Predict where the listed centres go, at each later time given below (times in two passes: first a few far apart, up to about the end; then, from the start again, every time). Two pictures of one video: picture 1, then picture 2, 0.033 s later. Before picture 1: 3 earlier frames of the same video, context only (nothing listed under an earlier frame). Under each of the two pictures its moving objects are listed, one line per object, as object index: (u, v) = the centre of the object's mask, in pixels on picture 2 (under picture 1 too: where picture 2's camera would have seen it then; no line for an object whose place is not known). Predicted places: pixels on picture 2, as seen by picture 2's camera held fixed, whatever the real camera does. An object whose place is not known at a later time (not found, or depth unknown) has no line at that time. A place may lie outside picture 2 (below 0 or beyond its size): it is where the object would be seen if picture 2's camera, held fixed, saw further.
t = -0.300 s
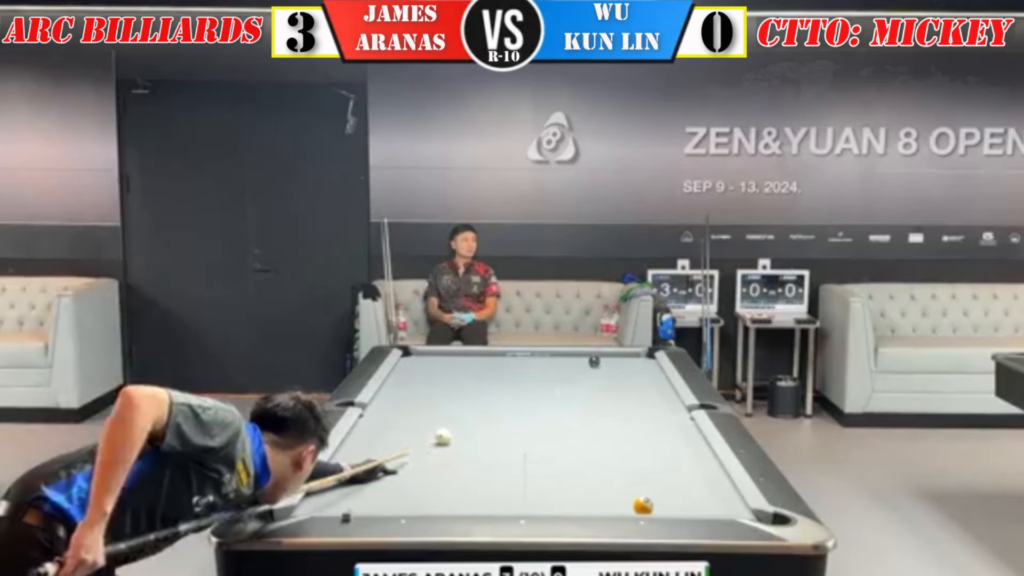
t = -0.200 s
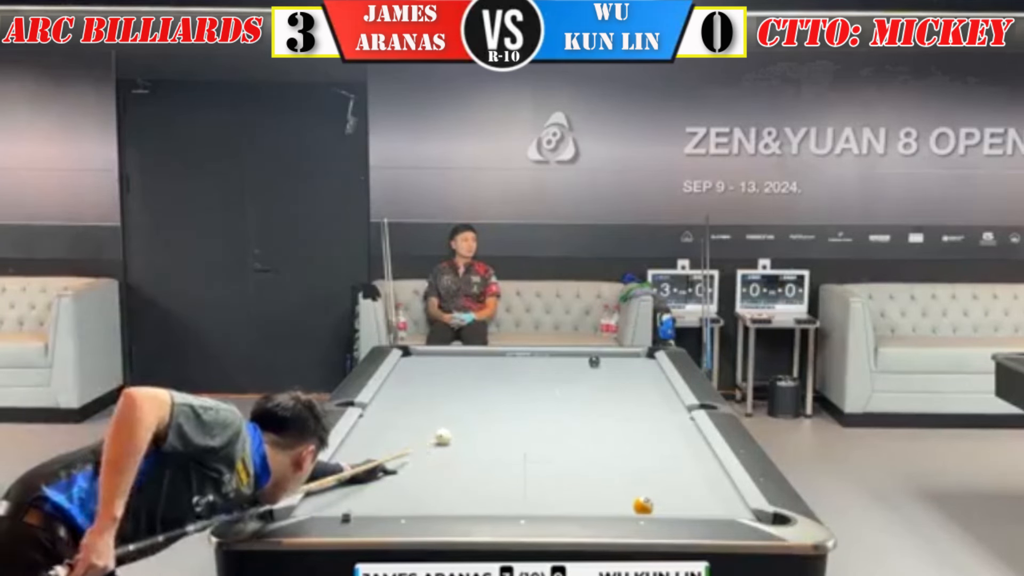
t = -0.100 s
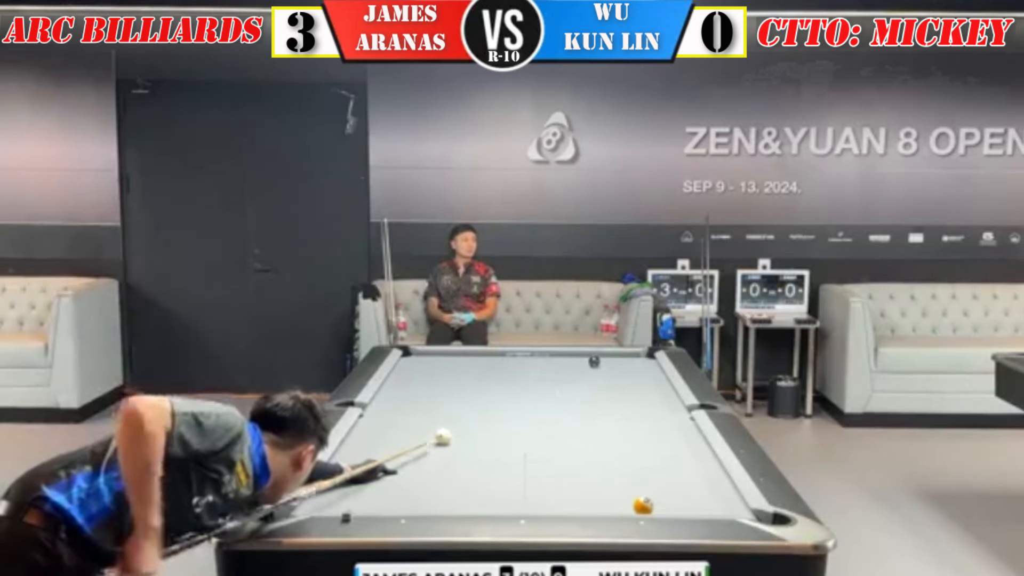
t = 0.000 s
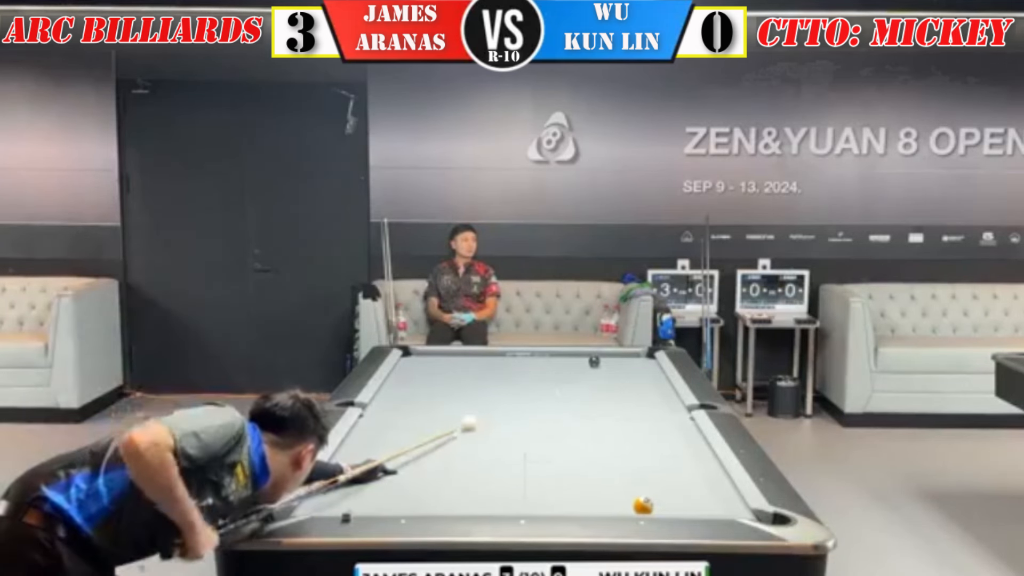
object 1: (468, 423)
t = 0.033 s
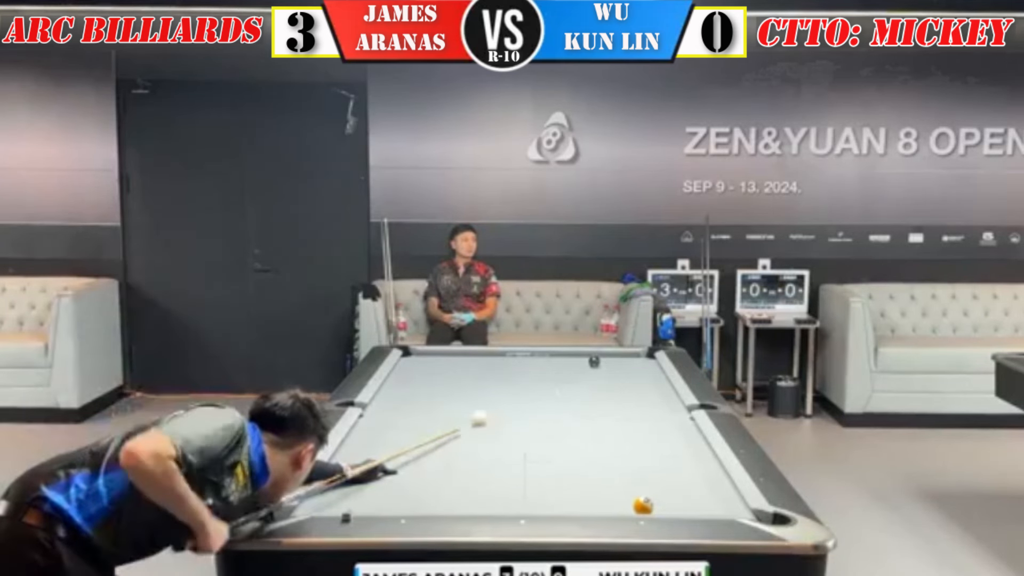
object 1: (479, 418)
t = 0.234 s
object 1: (532, 391)
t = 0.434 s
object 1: (573, 369)
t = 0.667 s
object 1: (567, 357)
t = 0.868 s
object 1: (559, 355)
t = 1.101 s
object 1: (557, 359)
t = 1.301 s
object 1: (556, 364)
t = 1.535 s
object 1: (554, 369)
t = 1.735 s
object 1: (553, 373)
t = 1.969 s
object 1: (551, 379)
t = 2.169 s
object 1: (550, 383)
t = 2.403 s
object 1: (548, 388)
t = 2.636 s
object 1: (546, 392)
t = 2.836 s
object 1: (544, 397)
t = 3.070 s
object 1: (542, 402)
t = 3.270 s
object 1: (541, 406)
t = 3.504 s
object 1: (539, 411)
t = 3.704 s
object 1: (538, 415)
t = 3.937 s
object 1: (536, 419)
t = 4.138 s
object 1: (535, 423)
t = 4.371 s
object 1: (533, 427)
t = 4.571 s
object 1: (532, 430)
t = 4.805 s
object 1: (531, 434)
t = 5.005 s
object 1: (530, 437)
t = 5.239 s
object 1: (530, 441)
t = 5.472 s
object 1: (528, 444)
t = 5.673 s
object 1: (527, 447)
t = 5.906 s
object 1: (526, 448)
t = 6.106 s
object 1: (525, 451)
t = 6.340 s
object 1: (523, 452)
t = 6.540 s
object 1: (523, 454)
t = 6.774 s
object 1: (522, 455)
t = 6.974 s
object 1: (521, 457)
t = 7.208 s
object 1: (520, 458)
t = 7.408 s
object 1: (520, 458)
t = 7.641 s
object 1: (521, 458)
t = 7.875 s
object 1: (521, 458)
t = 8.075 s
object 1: (521, 458)
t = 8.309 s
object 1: (522, 458)
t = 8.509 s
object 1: (522, 458)
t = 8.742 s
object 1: (522, 458)
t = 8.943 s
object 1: (522, 458)
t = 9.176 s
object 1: (522, 458)
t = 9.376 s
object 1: (522, 458)
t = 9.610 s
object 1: (522, 458)
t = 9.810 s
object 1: (522, 458)
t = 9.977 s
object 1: (522, 458)
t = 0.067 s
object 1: (490, 412)
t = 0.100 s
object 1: (499, 408)
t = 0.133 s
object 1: (508, 402)
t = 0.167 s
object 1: (516, 398)
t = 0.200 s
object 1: (524, 394)
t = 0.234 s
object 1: (532, 391)
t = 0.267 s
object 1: (540, 387)
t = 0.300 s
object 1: (547, 382)
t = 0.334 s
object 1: (554, 379)
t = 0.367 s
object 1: (560, 376)
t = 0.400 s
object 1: (567, 372)
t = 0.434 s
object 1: (573, 369)
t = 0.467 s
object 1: (579, 365)
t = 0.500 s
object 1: (585, 363)
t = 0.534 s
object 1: (582, 362)
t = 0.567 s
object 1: (578, 361)
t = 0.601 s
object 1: (574, 359)
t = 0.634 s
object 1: (570, 358)
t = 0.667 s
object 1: (567, 357)
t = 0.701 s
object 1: (564, 356)
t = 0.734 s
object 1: (563, 355)
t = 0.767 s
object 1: (560, 354)
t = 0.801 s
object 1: (559, 354)
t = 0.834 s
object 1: (559, 354)
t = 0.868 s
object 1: (559, 355)
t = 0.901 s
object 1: (558, 356)
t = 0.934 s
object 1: (558, 356)
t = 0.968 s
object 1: (558, 357)
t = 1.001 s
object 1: (558, 358)
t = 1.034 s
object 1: (558, 359)
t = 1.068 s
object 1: (557, 359)
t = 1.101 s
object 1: (557, 359)
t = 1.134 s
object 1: (557, 361)
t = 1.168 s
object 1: (557, 362)
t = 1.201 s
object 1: (557, 362)
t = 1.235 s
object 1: (556, 363)
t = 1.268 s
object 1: (556, 364)
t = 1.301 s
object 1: (556, 364)
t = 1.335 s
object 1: (556, 364)
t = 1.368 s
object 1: (556, 365)
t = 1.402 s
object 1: (555, 366)
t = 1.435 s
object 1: (555, 367)
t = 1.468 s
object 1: (555, 367)
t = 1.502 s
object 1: (554, 368)
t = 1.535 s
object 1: (554, 369)
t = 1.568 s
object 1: (554, 370)
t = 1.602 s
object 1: (554, 370)
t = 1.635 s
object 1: (554, 370)
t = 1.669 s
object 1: (553, 372)
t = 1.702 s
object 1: (553, 373)
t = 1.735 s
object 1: (553, 373)
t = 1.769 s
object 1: (553, 374)
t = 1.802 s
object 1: (552, 375)
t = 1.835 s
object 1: (552, 376)
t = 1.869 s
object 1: (552, 376)
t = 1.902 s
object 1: (552, 377)
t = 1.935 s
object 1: (551, 378)
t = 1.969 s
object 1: (551, 379)
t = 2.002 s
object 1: (551, 380)
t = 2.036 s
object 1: (551, 380)
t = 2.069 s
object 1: (551, 381)
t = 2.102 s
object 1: (551, 381)
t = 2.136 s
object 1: (550, 382)
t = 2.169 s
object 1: (550, 383)
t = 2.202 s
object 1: (550, 384)
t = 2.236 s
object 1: (549, 384)
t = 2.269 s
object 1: (549, 385)
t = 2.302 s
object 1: (549, 386)
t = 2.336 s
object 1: (548, 387)
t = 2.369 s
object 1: (548, 387)
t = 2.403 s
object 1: (548, 388)
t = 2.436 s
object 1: (548, 389)
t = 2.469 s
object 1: (548, 389)
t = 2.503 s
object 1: (547, 390)
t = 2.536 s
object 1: (547, 391)
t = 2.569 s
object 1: (547, 391)
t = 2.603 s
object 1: (546, 391)
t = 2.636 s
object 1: (546, 392)
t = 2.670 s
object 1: (546, 393)
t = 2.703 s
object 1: (546, 394)
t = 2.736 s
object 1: (546, 394)
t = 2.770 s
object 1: (545, 395)
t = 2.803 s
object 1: (545, 396)
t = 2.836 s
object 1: (544, 397)
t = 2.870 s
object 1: (544, 398)
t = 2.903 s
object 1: (544, 399)
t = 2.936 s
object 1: (543, 399)
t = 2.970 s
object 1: (543, 400)
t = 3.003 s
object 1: (543, 400)
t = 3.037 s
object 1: (542, 401)
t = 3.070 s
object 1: (542, 402)
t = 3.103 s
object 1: (542, 402)
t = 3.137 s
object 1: (542, 403)
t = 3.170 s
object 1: (542, 404)
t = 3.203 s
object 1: (541, 404)
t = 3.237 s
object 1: (541, 405)
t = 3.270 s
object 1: (541, 406)
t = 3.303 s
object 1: (540, 407)
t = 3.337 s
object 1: (540, 408)
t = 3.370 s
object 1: (540, 408)
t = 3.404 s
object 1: (540, 409)
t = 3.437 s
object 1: (539, 409)
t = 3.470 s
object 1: (539, 410)
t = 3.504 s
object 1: (539, 411)
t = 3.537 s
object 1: (538, 411)
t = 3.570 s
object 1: (538, 412)
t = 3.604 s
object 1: (538, 413)
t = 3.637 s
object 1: (538, 413)
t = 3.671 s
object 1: (538, 414)
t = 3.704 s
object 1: (538, 415)
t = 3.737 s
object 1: (538, 416)
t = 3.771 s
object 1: (537, 416)
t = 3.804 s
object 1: (537, 416)
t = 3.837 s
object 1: (537, 417)
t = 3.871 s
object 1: (537, 418)
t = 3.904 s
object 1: (537, 419)
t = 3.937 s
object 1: (536, 419)
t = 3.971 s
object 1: (536, 419)
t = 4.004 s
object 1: (536, 420)
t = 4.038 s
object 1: (536, 421)
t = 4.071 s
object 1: (535, 421)
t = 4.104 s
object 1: (536, 422)
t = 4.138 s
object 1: (535, 423)
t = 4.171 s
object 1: (535, 423)
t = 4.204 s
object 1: (535, 424)
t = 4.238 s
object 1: (535, 424)
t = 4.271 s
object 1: (534, 425)
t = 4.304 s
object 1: (534, 425)
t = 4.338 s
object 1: (534, 426)
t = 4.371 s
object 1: (533, 427)
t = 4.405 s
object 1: (533, 427)
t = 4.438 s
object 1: (533, 428)
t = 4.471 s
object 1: (533, 429)
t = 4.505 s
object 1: (533, 429)
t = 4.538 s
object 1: (533, 430)
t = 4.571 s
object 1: (532, 430)
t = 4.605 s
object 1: (532, 431)
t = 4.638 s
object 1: (532, 431)
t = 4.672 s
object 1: (532, 432)
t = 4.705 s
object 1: (532, 432)
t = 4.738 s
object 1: (532, 433)
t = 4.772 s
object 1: (531, 434)
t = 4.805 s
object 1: (531, 434)
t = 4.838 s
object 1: (531, 434)
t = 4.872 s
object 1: (531, 435)
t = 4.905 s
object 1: (531, 435)
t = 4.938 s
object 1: (530, 436)
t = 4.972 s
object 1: (530, 437)
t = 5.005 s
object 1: (530, 437)
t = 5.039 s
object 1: (530, 437)
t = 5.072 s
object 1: (530, 438)
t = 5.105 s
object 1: (529, 439)
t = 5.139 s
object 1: (530, 439)
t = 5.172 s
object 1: (530, 440)
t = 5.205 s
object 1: (530, 440)
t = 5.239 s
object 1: (530, 441)
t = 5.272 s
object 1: (529, 441)
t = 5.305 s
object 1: (530, 442)
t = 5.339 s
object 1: (529, 442)
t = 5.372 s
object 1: (529, 442)
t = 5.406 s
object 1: (529, 443)
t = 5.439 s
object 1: (529, 443)
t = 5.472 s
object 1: (528, 444)
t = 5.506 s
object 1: (528, 445)
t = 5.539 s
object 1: (528, 445)
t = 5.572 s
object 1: (528, 445)
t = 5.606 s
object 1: (528, 445)
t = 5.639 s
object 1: (528, 445)
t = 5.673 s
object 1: (527, 447)
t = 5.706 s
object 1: (527, 447)
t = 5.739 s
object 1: (527, 447)
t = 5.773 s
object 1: (527, 447)
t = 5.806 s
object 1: (527, 447)
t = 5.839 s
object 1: (526, 447)
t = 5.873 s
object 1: (526, 448)
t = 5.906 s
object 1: (526, 448)
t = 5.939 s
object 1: (525, 449)
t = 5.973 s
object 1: (525, 450)
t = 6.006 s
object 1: (525, 450)
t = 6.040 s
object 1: (525, 450)
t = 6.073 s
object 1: (525, 450)
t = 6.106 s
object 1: (525, 451)
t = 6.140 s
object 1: (524, 451)
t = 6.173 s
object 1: (524, 452)
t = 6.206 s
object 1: (524, 452)
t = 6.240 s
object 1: (524, 452)
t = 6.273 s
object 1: (523, 452)
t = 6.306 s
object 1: (523, 452)
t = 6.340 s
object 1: (523, 452)
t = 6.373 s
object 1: (523, 452)
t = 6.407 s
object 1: (523, 452)
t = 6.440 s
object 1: (523, 453)
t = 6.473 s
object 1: (523, 453)
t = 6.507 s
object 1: (523, 454)
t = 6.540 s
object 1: (523, 454)
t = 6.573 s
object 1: (522, 454)
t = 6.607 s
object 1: (522, 455)
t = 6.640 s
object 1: (522, 455)
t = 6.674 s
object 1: (522, 455)
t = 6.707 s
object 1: (522, 455)
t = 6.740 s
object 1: (522, 455)
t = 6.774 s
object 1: (522, 455)
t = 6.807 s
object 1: (522, 456)
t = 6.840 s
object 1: (522, 456)
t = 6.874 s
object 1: (522, 456)
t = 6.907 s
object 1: (521, 457)
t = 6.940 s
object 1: (522, 457)
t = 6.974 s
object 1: (521, 457)
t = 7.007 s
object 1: (521, 457)
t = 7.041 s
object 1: (521, 458)
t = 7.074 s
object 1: (521, 458)
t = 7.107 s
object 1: (521, 458)
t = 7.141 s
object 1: (521, 458)
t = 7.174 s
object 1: (521, 458)
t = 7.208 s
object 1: (520, 458)
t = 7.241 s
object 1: (520, 458)
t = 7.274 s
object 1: (520, 458)
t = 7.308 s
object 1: (520, 459)
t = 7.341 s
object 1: (520, 459)
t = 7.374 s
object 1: (520, 459)
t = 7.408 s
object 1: (520, 458)
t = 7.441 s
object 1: (520, 458)
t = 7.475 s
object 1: (521, 458)
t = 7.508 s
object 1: (521, 458)
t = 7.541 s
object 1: (521, 458)
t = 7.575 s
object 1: (521, 458)
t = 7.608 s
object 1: (521, 458)
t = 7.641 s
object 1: (521, 458)
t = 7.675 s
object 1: (521, 458)
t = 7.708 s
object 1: (521, 458)
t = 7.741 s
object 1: (521, 458)
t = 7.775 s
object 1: (521, 458)
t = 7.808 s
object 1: (521, 458)
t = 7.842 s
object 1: (521, 458)
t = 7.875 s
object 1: (521, 458)
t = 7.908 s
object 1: (521, 458)
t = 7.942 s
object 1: (521, 458)
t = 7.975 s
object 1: (521, 458)
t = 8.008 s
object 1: (521, 458)
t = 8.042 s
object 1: (521, 458)
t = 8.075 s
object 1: (521, 458)
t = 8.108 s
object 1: (521, 458)
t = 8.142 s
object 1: (522, 458)
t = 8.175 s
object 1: (522, 458)
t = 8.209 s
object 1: (522, 458)
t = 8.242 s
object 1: (522, 458)
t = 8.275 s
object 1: (522, 458)
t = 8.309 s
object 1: (522, 458)
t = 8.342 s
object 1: (522, 458)
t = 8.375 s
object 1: (522, 458)
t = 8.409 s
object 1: (522, 458)
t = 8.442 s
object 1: (522, 458)
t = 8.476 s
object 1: (522, 458)
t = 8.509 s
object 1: (522, 458)
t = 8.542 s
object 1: (522, 458)
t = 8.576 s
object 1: (522, 458)
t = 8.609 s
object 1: (522, 458)
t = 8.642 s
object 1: (522, 458)
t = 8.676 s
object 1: (522, 458)
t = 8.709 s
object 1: (522, 458)
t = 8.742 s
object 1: (522, 458)
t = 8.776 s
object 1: (522, 458)
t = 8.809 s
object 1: (522, 458)
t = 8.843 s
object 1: (522, 458)
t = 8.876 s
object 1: (522, 458)
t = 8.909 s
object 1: (522, 458)
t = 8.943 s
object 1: (522, 458)
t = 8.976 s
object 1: (522, 458)
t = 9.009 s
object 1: (522, 458)
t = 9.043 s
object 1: (522, 458)
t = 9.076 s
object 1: (522, 458)
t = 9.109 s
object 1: (522, 458)
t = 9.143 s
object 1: (522, 458)
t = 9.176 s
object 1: (522, 458)
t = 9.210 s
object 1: (522, 458)
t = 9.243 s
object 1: (522, 458)
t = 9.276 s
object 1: (522, 458)
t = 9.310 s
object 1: (522, 458)
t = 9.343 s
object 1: (522, 458)
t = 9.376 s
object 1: (522, 458)
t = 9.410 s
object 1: (522, 458)
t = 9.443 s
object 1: (522, 458)
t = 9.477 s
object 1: (522, 458)
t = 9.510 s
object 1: (522, 458)
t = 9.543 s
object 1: (522, 458)
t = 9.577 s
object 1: (522, 458)
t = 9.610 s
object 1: (522, 458)
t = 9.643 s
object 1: (522, 458)
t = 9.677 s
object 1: (522, 458)
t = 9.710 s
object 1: (522, 458)
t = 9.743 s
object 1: (522, 458)
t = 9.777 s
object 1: (522, 458)
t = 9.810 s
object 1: (522, 458)
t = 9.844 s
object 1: (522, 458)
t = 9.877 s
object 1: (522, 458)
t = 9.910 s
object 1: (522, 458)
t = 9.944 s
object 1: (522, 458)
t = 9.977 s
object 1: (522, 458)
